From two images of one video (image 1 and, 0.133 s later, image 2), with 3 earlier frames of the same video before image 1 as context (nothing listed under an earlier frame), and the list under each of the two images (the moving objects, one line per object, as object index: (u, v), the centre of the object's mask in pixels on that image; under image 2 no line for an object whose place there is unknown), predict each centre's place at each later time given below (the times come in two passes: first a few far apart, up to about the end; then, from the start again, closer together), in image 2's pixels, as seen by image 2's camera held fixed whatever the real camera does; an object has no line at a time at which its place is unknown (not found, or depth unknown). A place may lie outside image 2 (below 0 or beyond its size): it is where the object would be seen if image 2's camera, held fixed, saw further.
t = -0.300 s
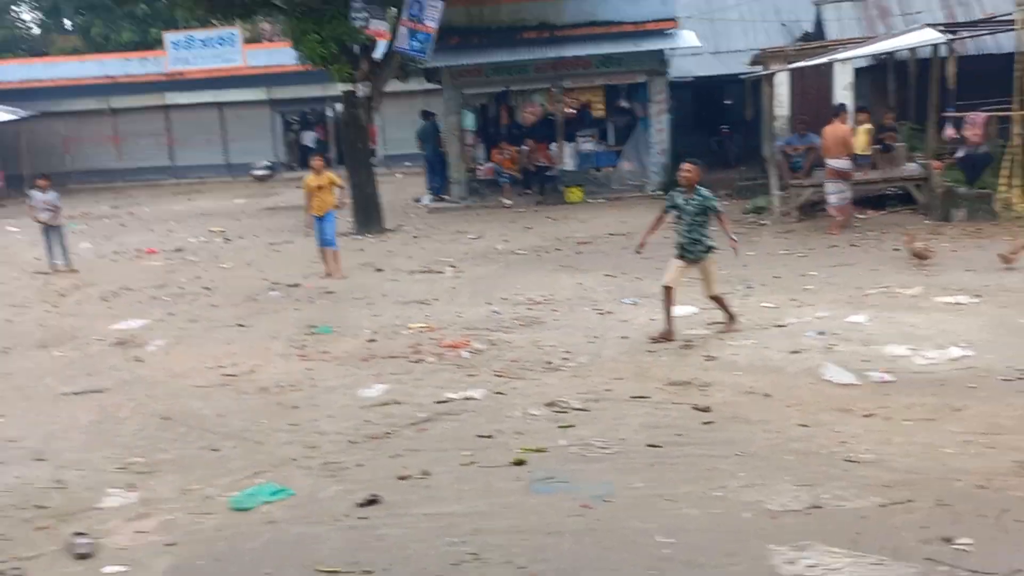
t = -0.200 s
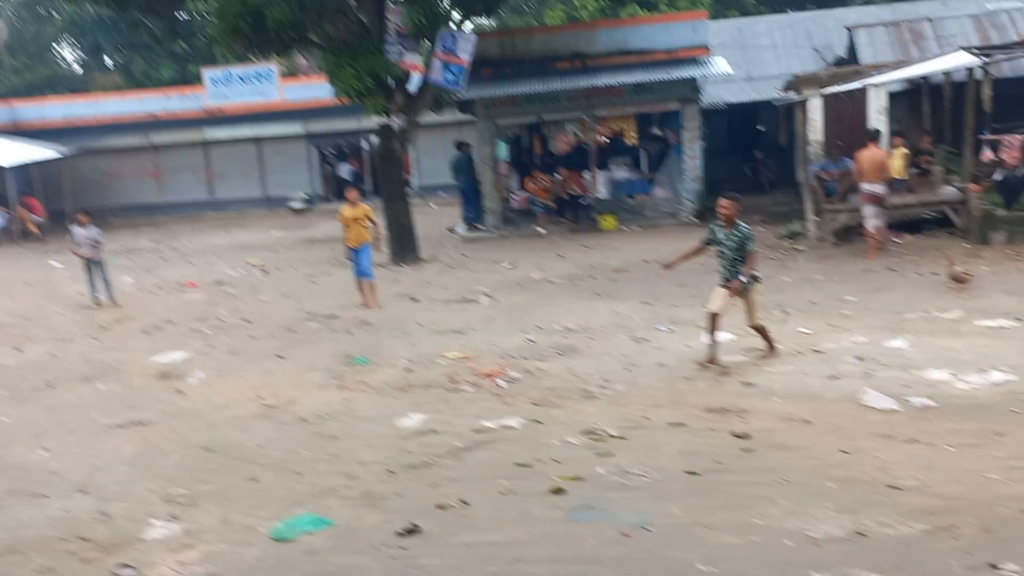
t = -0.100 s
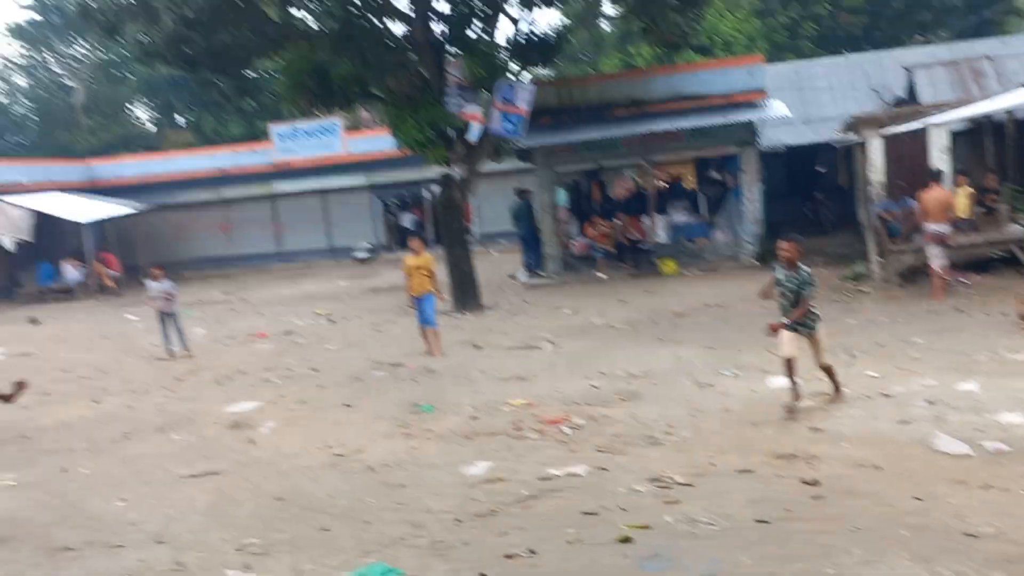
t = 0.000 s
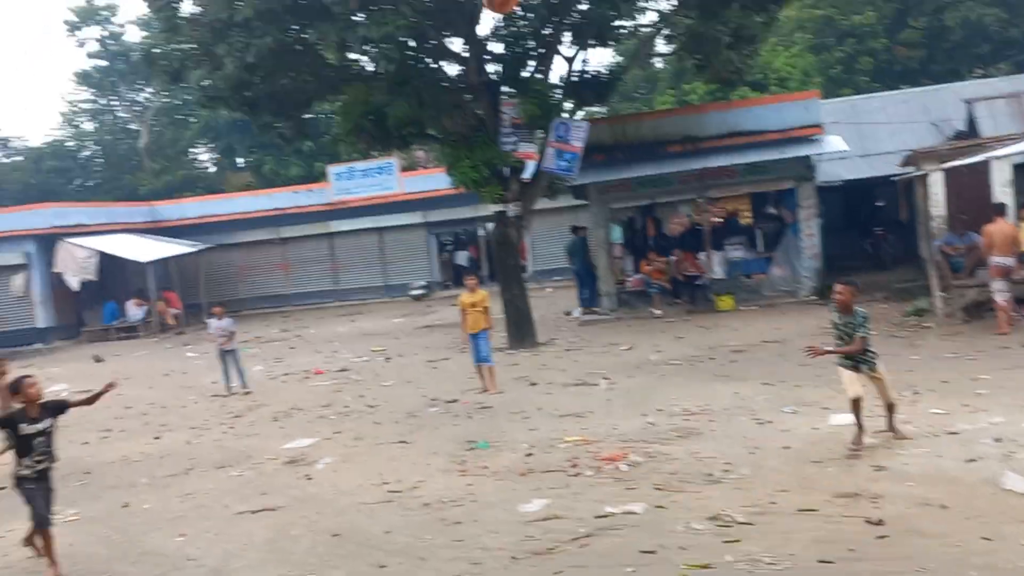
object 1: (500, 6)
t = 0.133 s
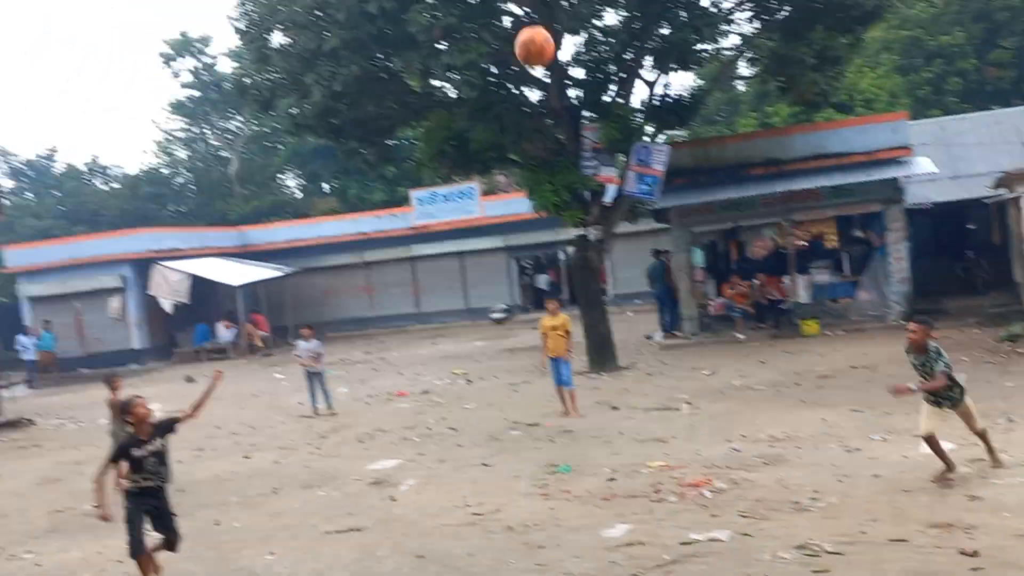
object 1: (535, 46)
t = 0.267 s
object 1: (489, 109)
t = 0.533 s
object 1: (401, 341)
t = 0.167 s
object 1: (523, 59)
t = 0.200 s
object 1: (512, 74)
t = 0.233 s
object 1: (500, 90)
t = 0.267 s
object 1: (489, 109)
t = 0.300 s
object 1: (478, 131)
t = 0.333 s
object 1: (466, 154)
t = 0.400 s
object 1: (448, 207)
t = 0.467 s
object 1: (425, 269)
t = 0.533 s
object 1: (401, 341)
